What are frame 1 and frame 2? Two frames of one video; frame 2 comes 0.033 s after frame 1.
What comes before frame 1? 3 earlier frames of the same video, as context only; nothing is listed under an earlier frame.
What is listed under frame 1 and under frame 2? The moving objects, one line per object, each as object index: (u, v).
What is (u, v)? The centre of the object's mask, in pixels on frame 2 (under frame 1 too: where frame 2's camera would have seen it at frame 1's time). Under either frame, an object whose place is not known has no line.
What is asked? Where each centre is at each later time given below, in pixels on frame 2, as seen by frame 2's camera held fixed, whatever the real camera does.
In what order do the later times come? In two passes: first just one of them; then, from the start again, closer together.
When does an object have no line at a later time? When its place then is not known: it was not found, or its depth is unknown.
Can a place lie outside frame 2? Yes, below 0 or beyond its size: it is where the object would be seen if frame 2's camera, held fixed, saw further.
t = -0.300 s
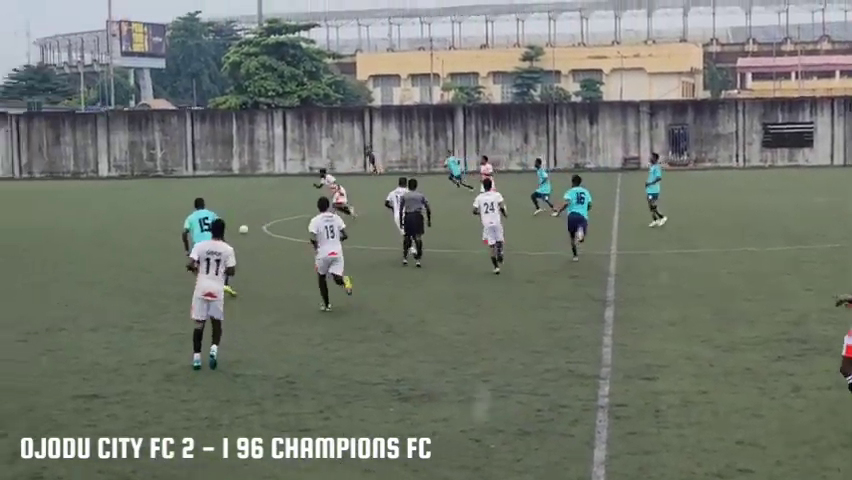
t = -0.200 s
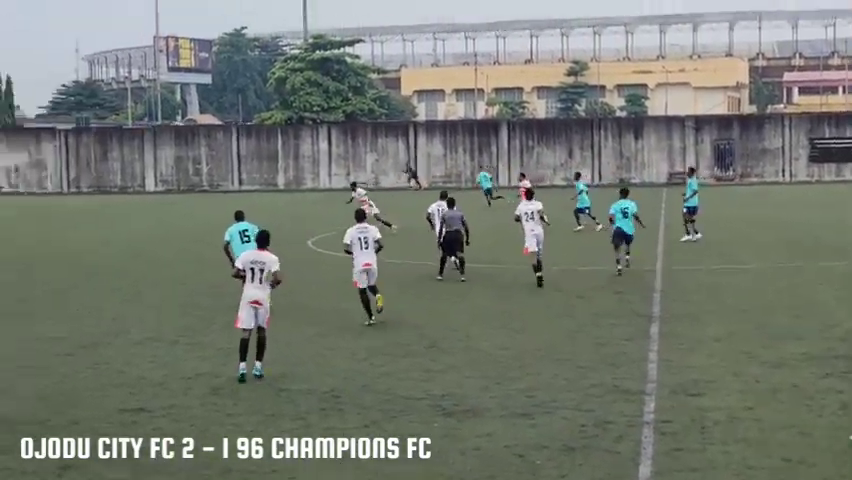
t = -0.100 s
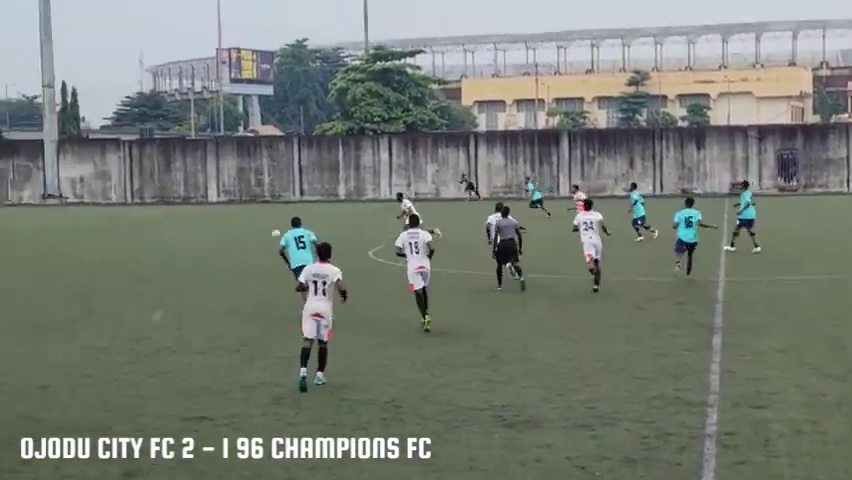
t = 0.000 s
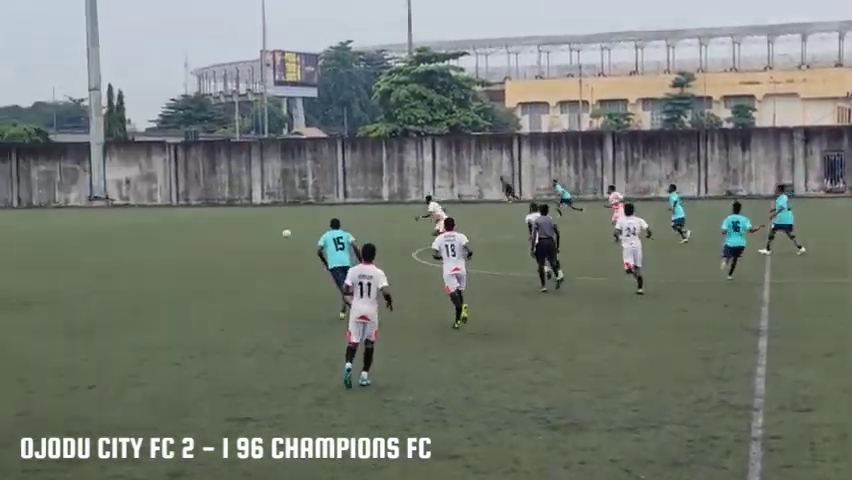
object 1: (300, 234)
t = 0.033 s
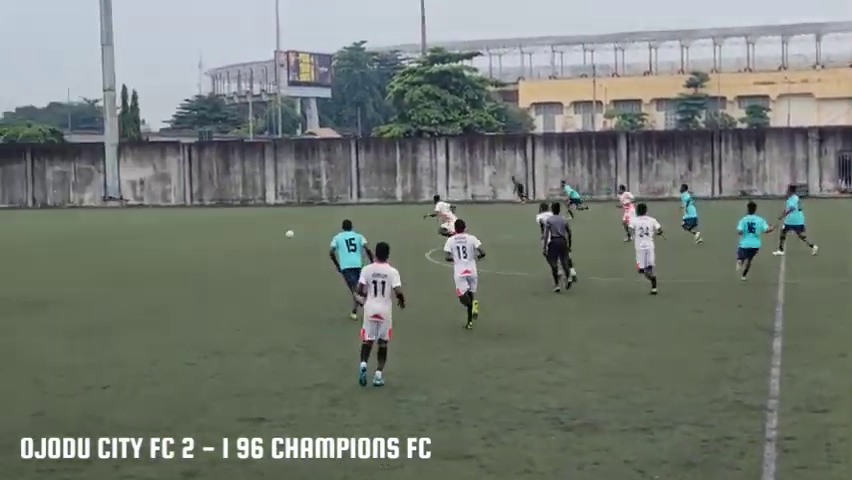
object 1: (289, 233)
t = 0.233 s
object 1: (231, 239)
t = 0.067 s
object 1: (279, 235)
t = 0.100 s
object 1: (269, 236)
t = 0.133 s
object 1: (259, 238)
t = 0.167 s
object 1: (249, 239)
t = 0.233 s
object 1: (231, 239)
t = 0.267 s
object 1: (221, 235)
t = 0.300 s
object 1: (208, 232)
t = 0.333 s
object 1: (197, 230)
